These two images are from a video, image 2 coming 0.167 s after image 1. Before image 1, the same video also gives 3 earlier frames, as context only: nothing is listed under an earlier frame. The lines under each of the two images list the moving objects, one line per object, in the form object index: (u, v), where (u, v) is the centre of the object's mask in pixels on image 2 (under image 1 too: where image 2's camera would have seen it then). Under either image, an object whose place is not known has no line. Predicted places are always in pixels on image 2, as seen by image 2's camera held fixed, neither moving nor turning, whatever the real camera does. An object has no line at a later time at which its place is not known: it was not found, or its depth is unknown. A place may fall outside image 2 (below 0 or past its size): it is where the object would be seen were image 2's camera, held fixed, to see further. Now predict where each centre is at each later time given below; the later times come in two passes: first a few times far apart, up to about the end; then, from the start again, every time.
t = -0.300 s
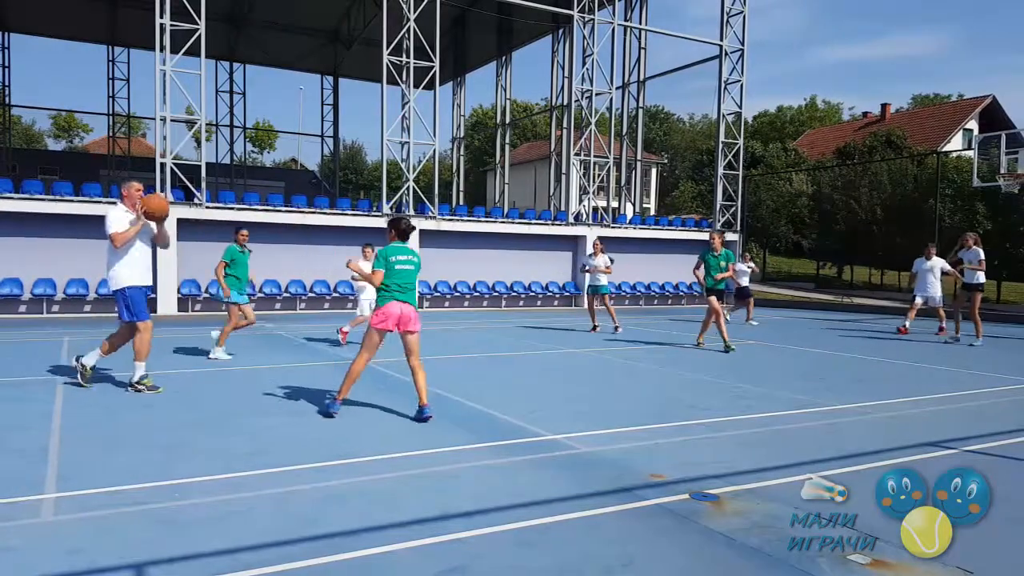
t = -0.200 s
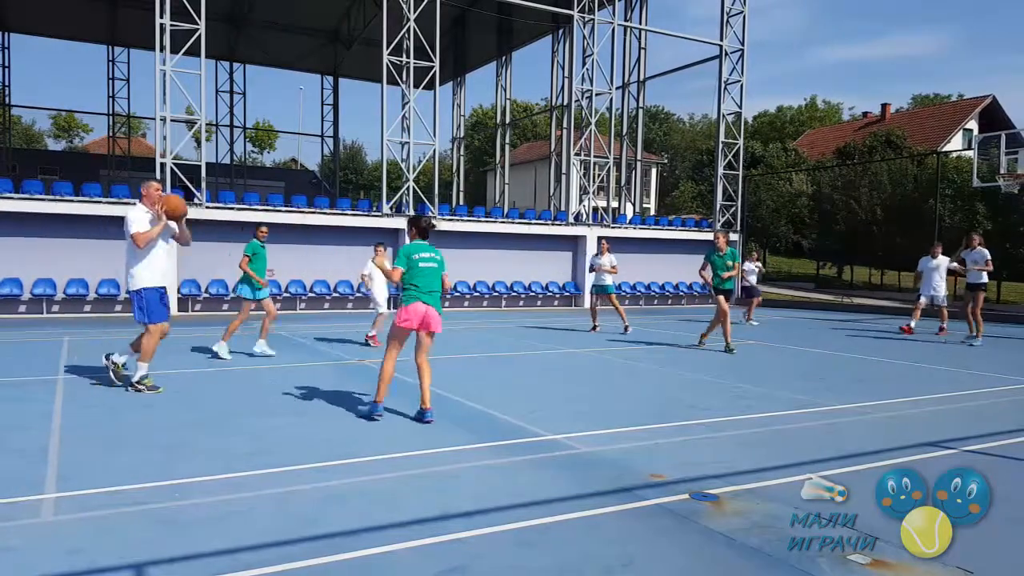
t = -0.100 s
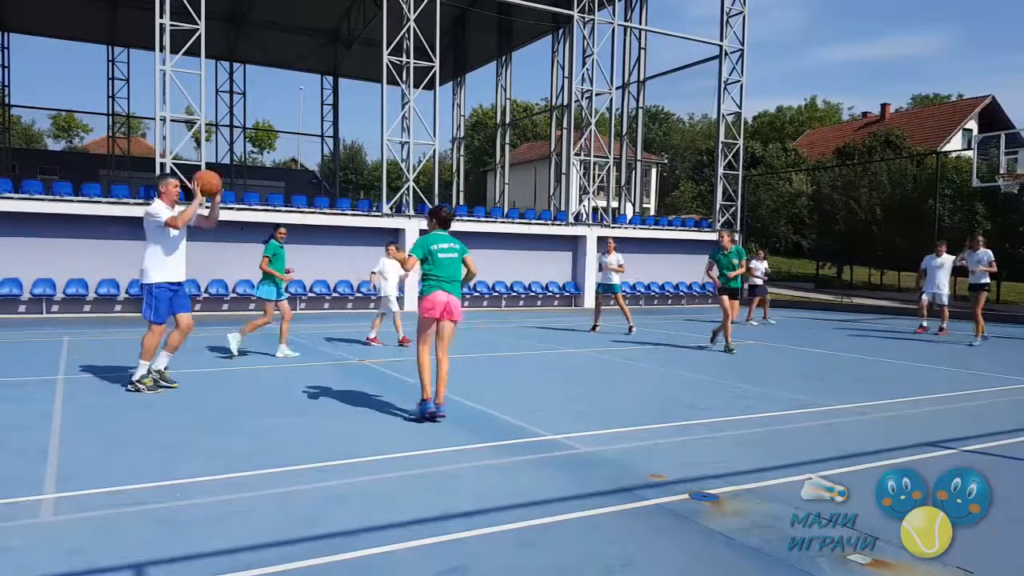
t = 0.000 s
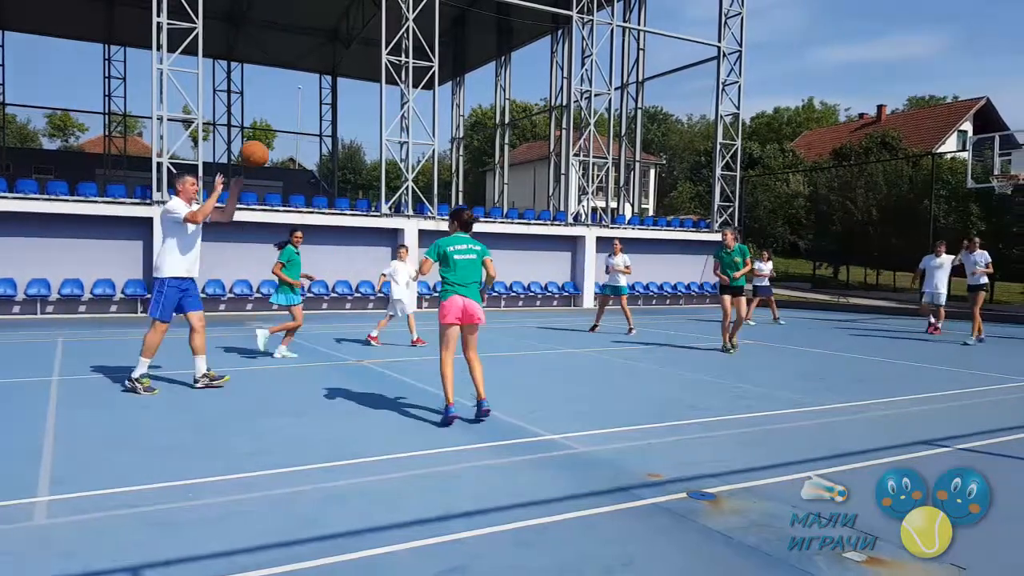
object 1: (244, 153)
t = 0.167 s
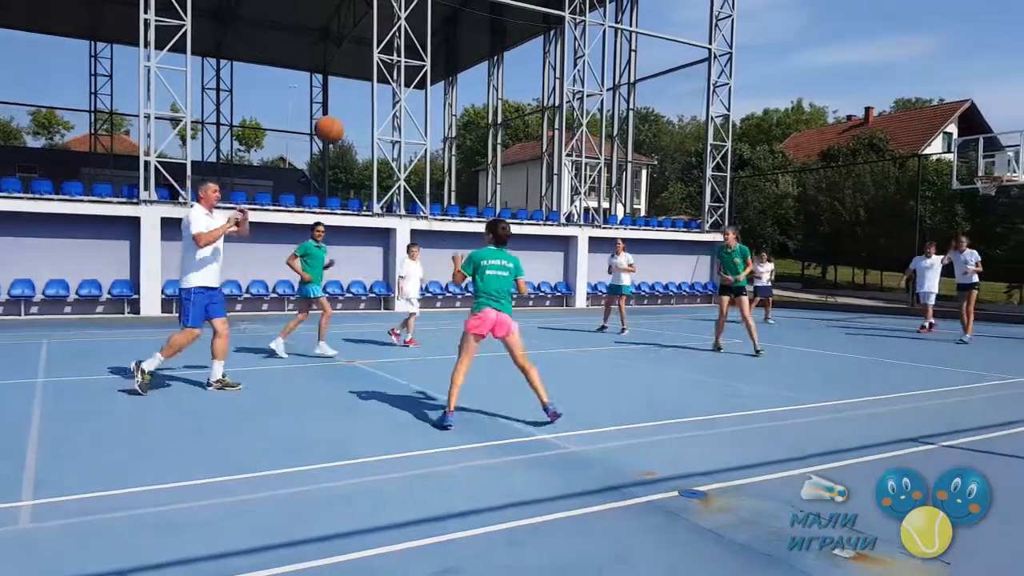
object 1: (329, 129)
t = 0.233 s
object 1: (362, 130)
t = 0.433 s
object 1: (462, 159)
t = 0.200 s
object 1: (346, 129)
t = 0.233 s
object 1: (362, 130)
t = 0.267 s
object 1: (379, 131)
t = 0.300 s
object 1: (395, 135)
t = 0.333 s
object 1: (412, 139)
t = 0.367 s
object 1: (429, 144)
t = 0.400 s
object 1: (446, 151)
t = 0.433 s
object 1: (462, 159)
